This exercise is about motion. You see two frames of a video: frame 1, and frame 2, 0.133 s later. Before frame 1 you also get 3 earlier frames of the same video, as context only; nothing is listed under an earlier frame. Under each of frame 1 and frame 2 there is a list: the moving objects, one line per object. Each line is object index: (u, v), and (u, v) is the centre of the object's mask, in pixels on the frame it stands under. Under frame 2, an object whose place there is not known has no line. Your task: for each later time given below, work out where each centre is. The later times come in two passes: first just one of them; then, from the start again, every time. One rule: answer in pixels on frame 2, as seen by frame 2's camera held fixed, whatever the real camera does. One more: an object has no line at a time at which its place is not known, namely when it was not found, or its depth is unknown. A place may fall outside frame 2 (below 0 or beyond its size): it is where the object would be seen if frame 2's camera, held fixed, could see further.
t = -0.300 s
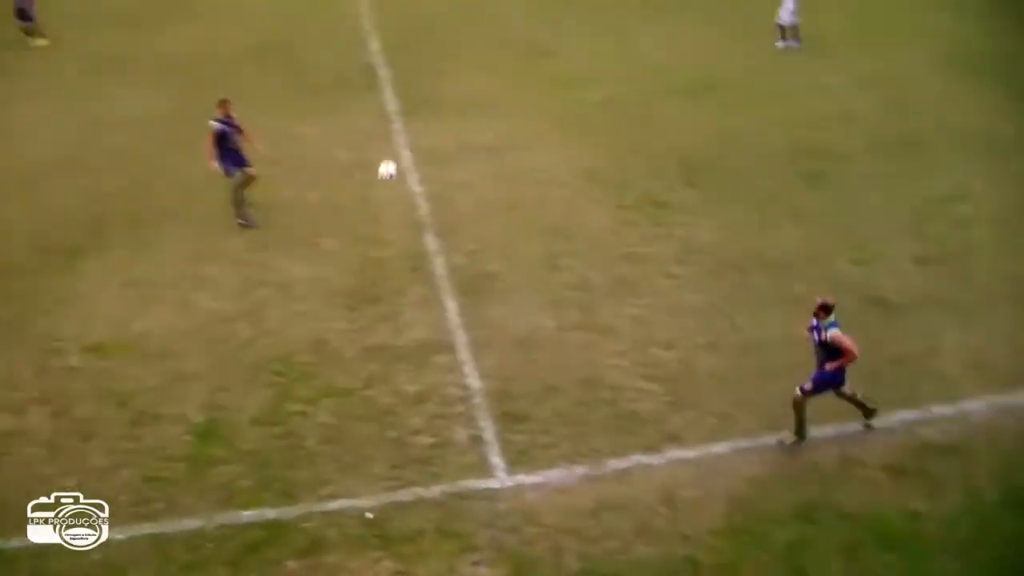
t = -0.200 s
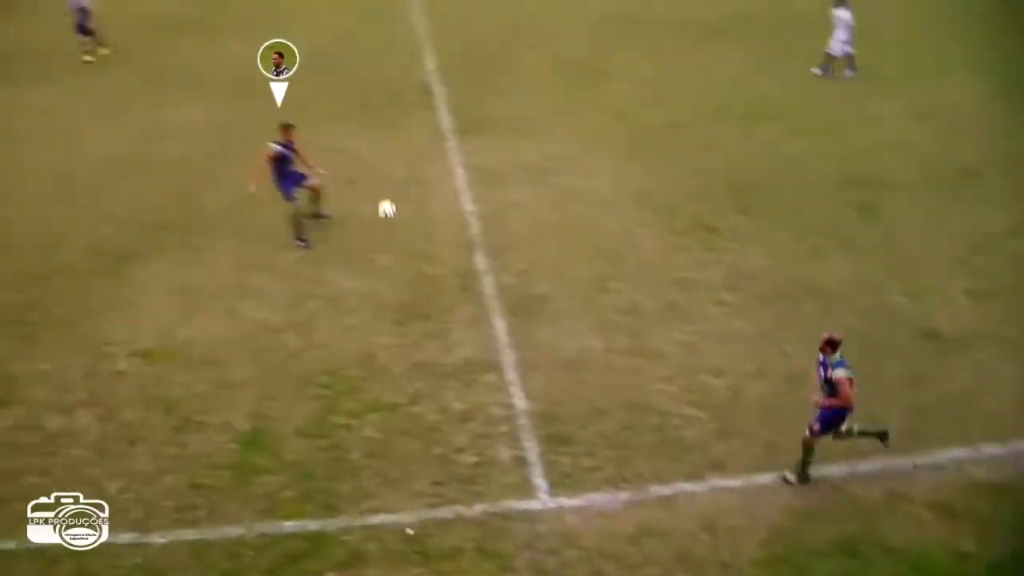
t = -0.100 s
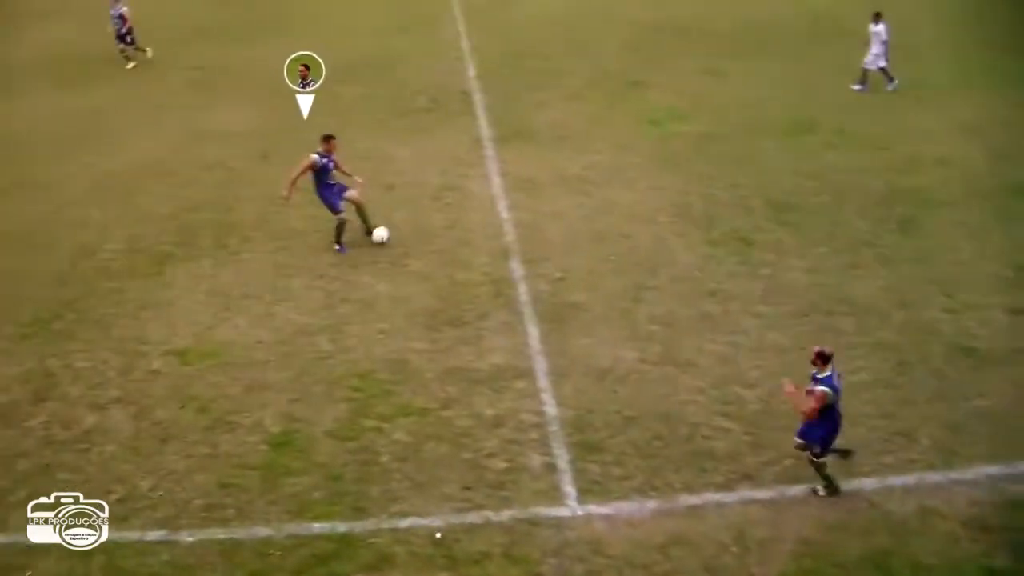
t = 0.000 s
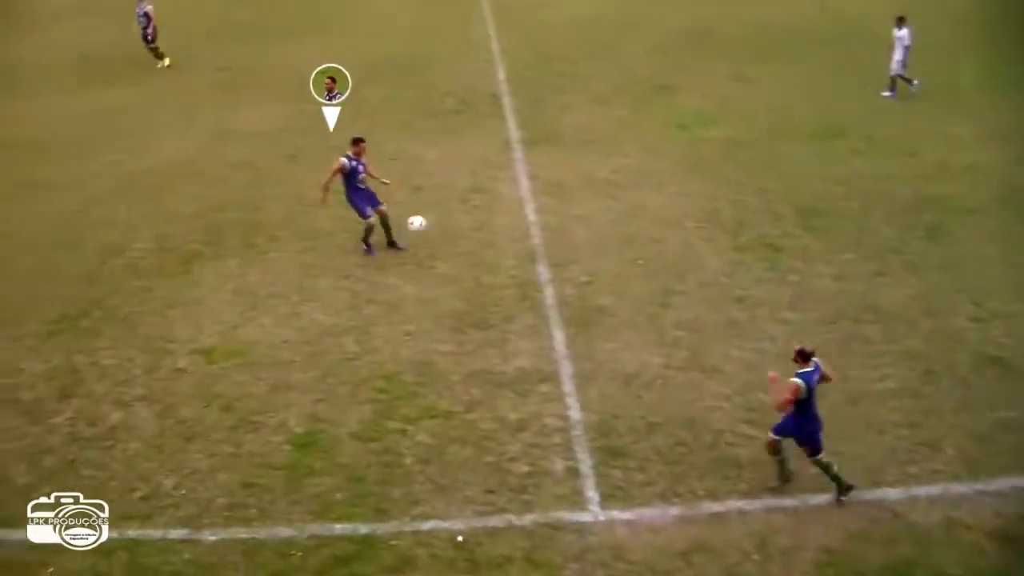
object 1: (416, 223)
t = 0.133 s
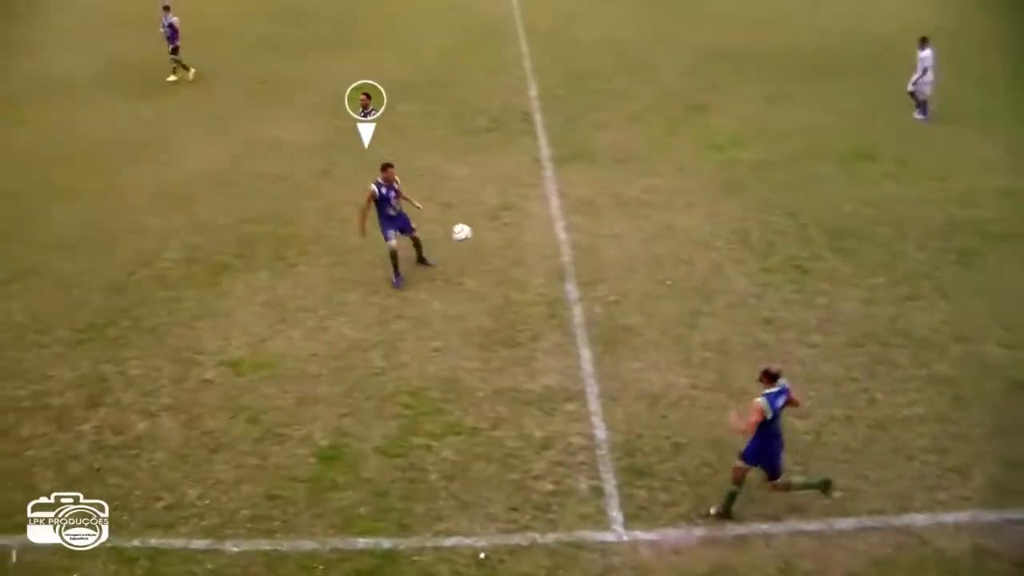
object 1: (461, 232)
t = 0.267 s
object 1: (479, 238)
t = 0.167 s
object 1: (465, 233)
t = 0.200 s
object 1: (470, 234)
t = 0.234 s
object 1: (475, 235)
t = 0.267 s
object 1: (479, 238)
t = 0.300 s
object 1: (485, 240)
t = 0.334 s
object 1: (491, 244)
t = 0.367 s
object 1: (495, 249)
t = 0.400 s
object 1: (500, 254)
